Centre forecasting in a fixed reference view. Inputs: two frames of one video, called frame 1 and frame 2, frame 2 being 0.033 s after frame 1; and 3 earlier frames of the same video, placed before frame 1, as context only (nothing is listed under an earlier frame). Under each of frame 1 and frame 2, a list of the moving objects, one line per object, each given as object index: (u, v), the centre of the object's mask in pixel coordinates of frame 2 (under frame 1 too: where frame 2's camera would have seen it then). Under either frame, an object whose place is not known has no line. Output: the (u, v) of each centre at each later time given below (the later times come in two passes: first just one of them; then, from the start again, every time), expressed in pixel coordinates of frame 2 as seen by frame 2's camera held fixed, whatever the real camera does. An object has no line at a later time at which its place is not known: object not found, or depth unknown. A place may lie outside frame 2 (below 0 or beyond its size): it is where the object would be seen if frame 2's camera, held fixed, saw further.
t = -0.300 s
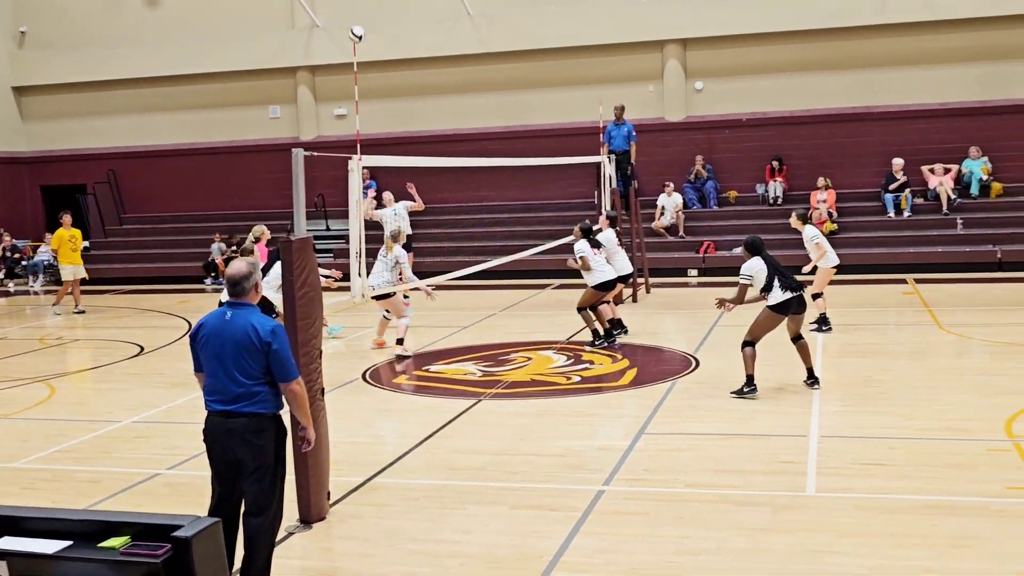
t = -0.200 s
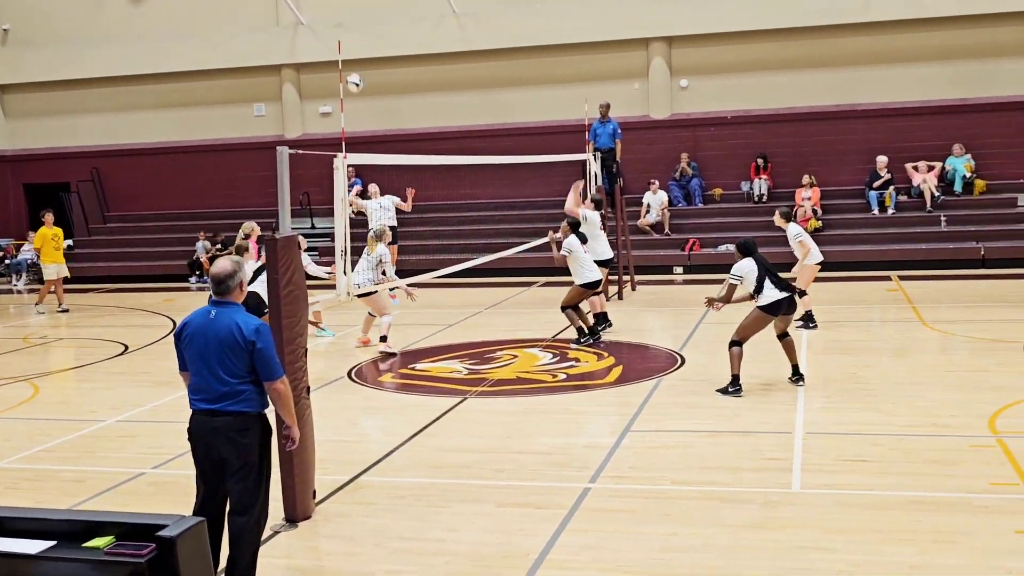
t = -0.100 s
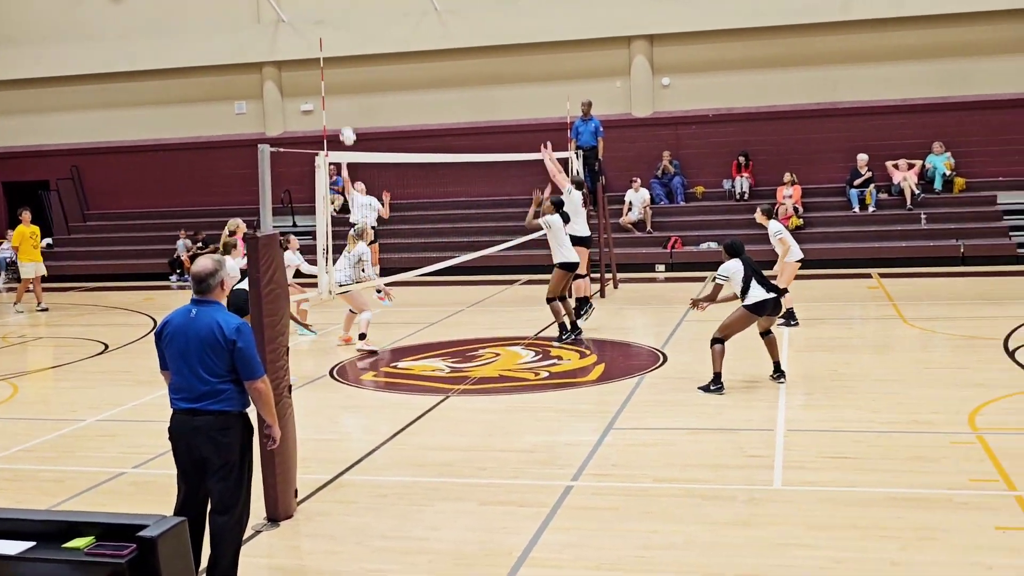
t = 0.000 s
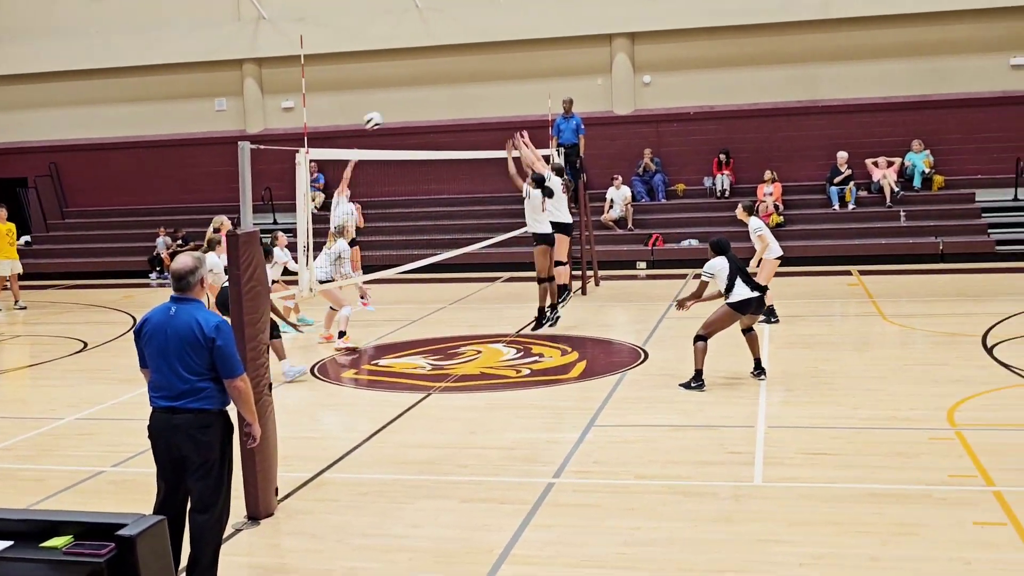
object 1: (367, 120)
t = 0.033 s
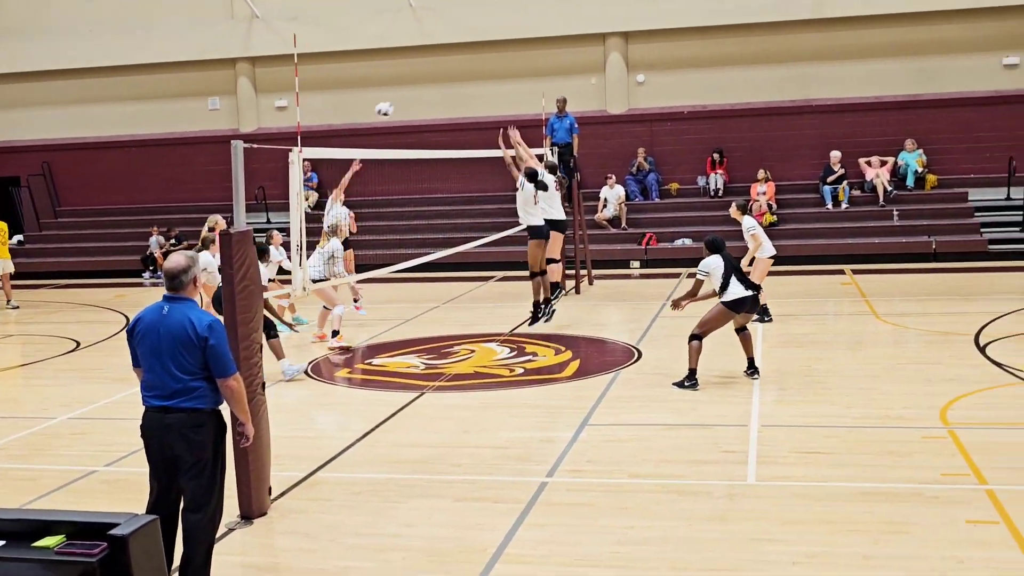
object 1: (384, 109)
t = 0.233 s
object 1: (493, 71)
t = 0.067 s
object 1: (402, 101)
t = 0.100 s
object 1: (419, 93)
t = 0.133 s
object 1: (438, 85)
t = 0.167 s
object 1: (456, 79)
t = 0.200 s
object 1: (474, 74)
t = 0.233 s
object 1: (493, 71)
